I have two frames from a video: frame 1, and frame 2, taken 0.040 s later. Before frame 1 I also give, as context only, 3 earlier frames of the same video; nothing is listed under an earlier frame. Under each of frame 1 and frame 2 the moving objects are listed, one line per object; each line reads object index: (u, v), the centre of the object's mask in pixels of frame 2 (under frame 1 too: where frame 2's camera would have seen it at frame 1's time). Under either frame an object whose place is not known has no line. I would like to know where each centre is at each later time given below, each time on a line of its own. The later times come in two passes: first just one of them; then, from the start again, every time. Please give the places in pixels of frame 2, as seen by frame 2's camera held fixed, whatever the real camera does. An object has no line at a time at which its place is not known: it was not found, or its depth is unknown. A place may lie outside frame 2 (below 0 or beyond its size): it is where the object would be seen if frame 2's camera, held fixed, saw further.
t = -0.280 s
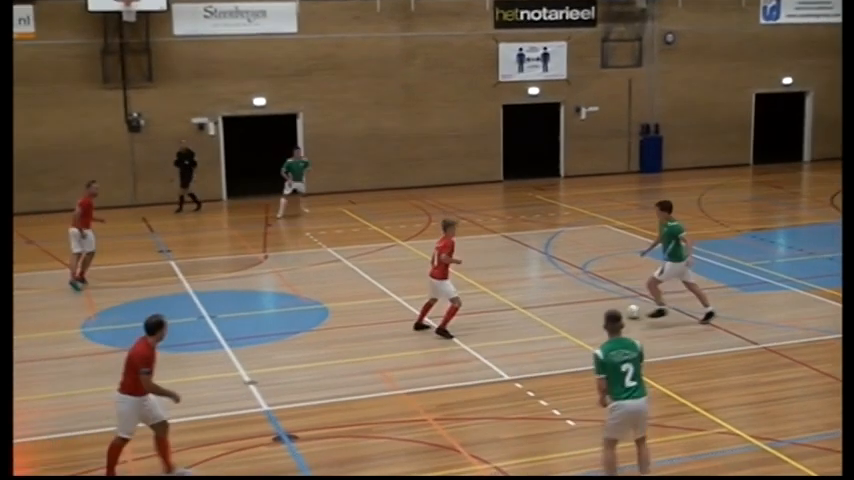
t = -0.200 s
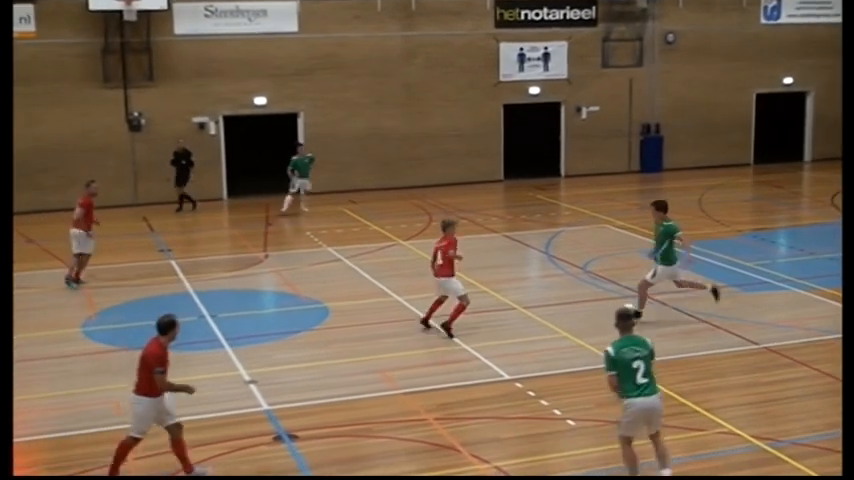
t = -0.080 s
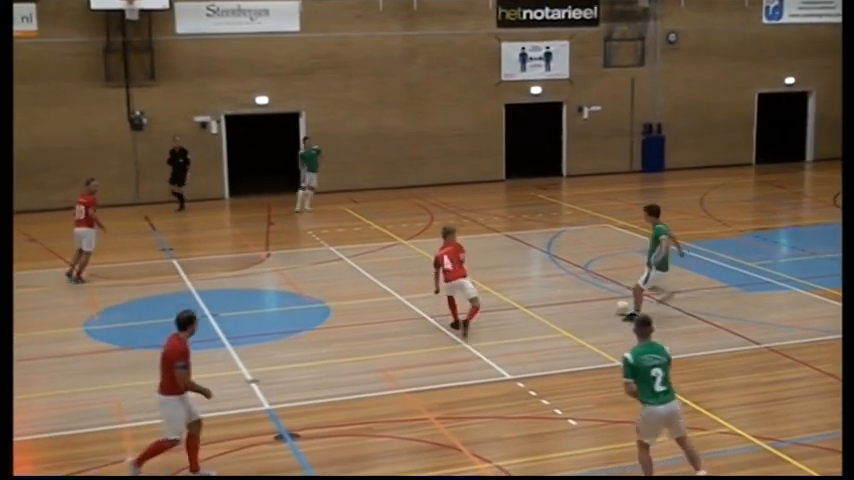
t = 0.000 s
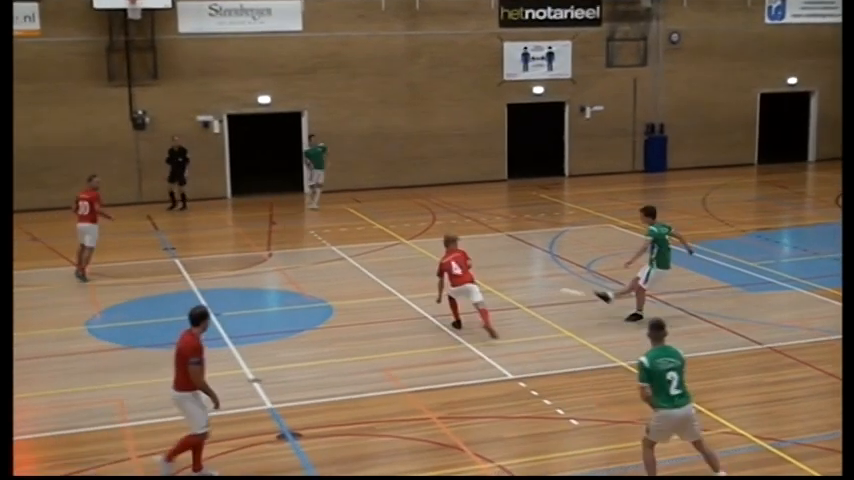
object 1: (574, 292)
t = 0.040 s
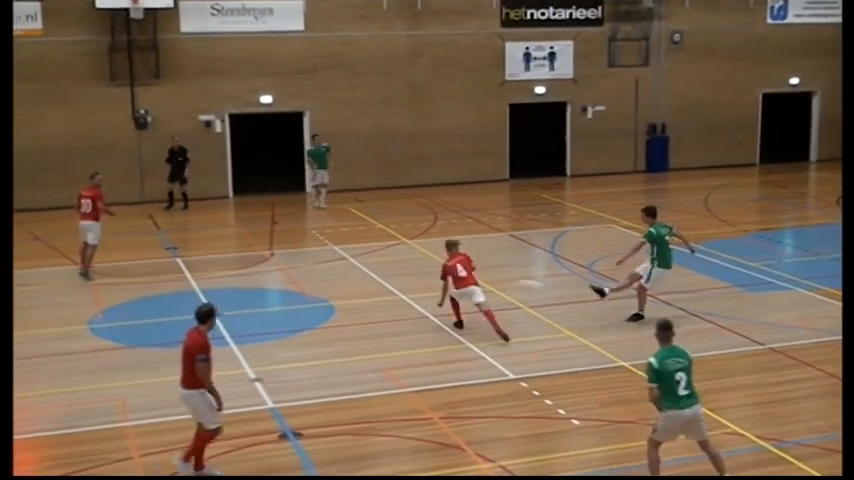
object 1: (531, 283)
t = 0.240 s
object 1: (285, 247)
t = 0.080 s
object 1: (484, 275)
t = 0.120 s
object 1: (433, 266)
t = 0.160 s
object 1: (387, 259)
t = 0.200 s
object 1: (332, 252)
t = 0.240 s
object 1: (285, 247)
